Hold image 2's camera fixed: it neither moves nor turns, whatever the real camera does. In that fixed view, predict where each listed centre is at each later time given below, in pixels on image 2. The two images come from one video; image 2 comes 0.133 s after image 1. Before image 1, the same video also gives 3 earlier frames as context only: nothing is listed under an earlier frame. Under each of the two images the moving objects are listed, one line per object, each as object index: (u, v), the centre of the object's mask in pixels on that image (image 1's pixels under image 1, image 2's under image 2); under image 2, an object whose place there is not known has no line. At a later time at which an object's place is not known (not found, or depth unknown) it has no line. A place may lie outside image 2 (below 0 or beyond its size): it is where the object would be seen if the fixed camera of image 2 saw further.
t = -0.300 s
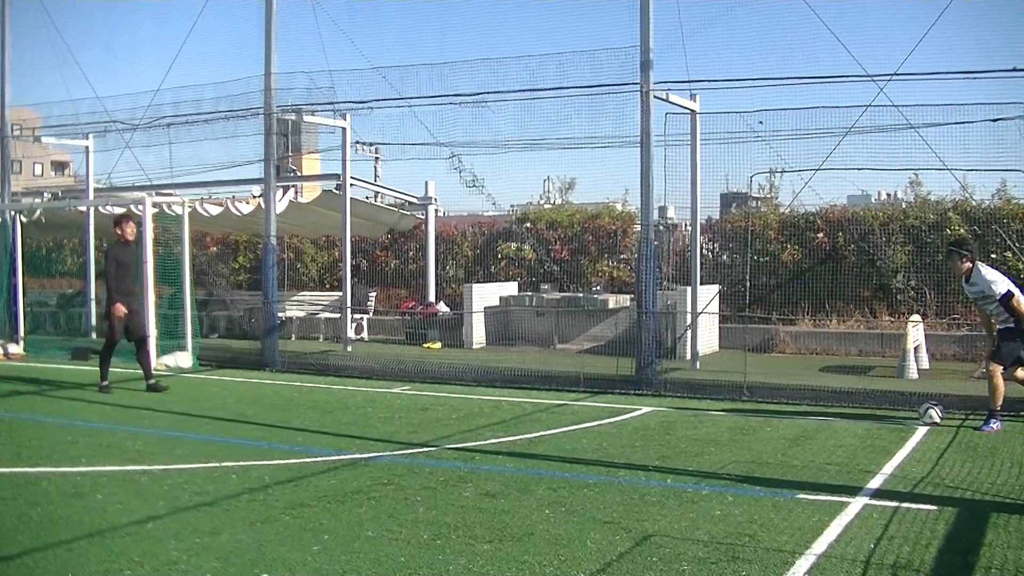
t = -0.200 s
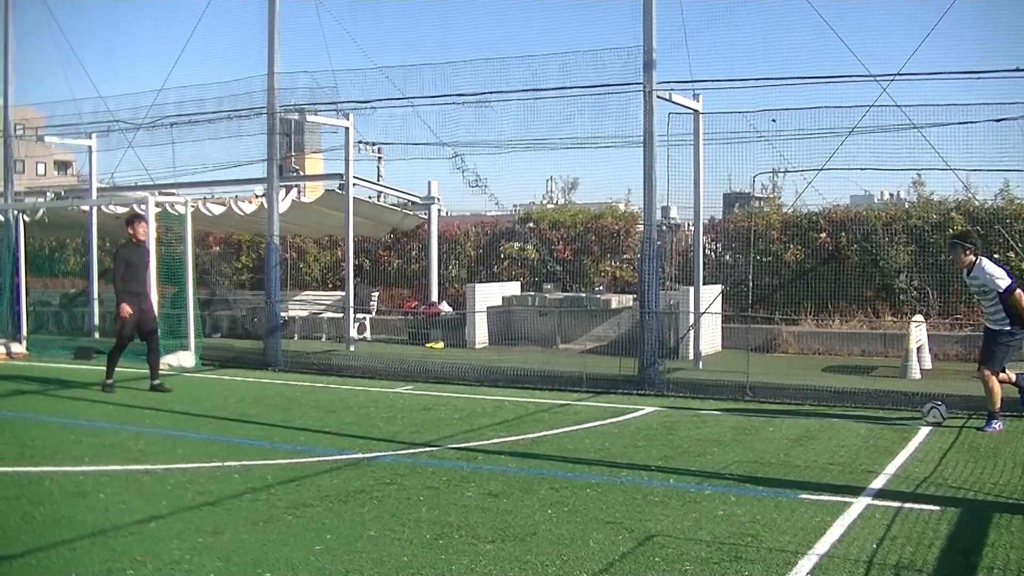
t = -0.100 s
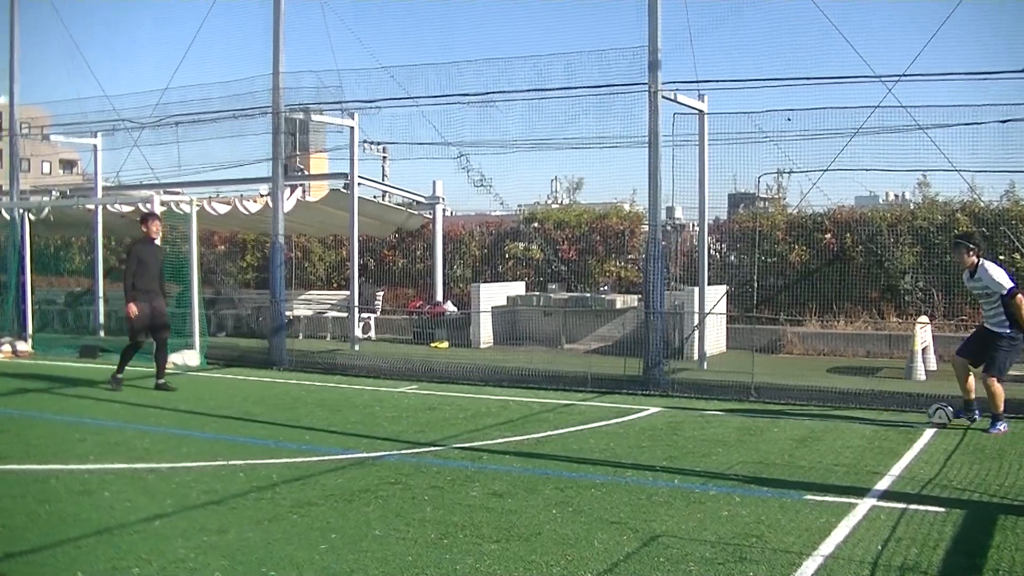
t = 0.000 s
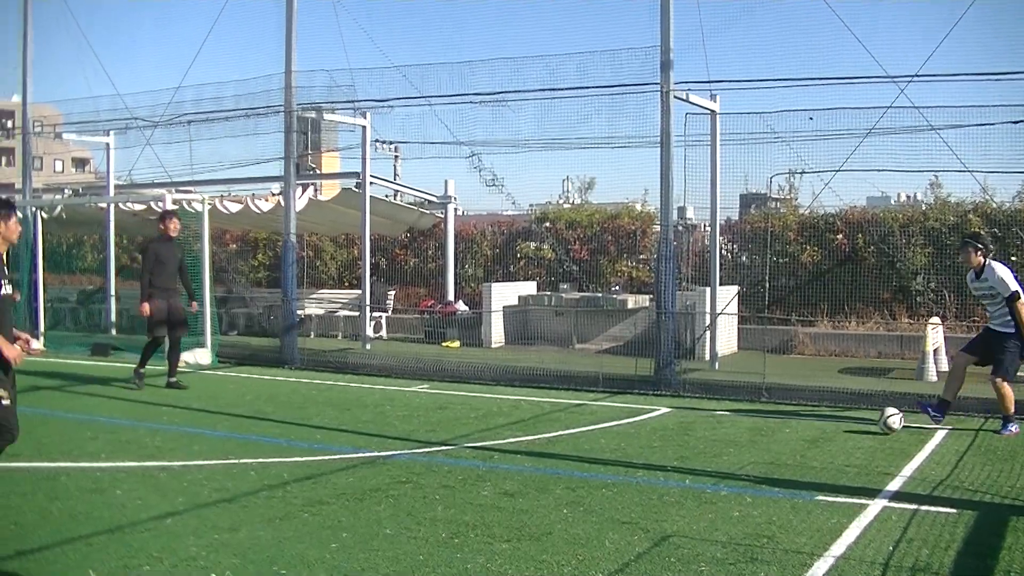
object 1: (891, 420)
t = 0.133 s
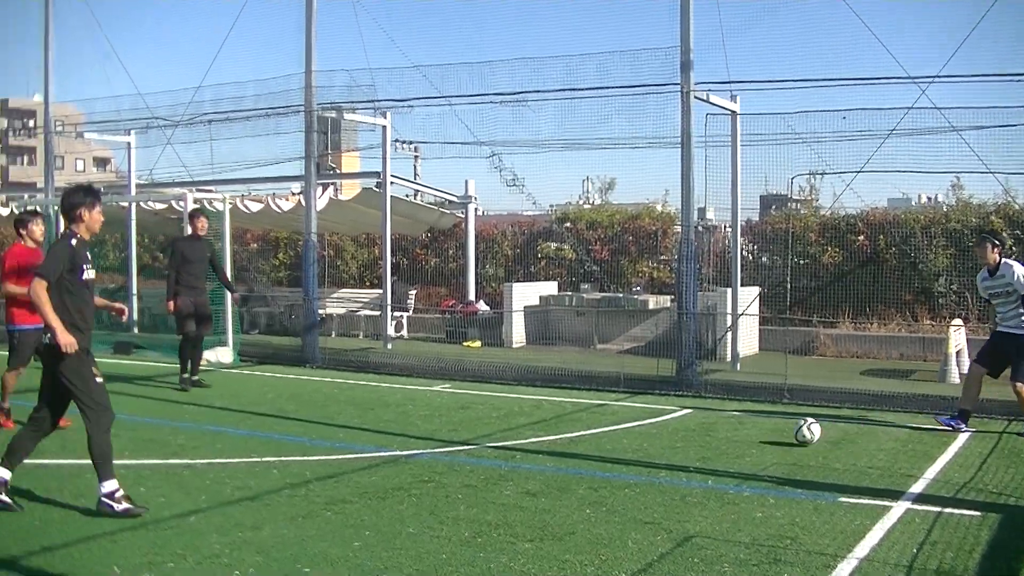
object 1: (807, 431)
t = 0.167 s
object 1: (780, 436)
